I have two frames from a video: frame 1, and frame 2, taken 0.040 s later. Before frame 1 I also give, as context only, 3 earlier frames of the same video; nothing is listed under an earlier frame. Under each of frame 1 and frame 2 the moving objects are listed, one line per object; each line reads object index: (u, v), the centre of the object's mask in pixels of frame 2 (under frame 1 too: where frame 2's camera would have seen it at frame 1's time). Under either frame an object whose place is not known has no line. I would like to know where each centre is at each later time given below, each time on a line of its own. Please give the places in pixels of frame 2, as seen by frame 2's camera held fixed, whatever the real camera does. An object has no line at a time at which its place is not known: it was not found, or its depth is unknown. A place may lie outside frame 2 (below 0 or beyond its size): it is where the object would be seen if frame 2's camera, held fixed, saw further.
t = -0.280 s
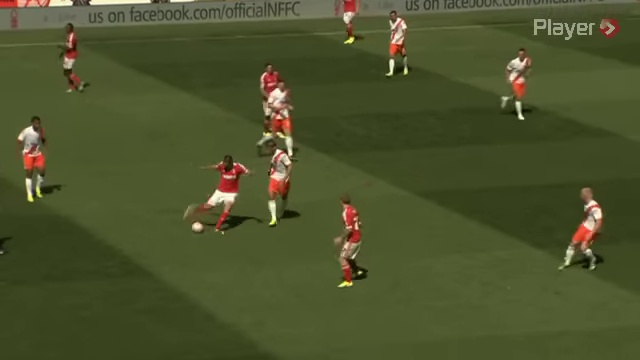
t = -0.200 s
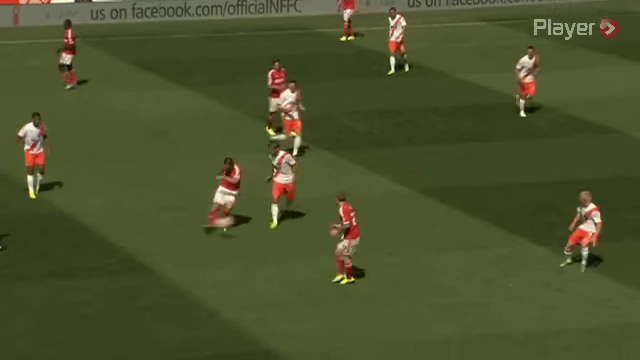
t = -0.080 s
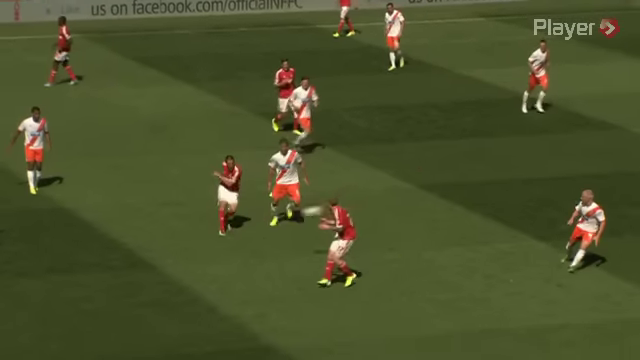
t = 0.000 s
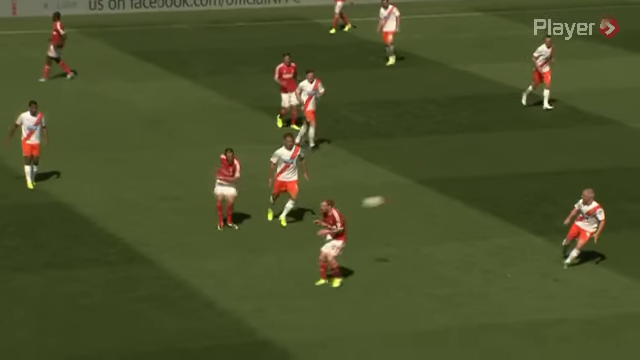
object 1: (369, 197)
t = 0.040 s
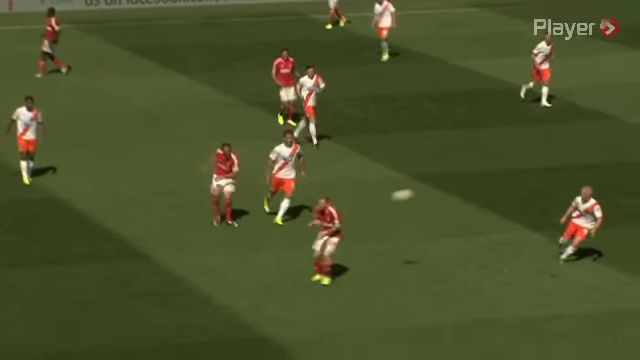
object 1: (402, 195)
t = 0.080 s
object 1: (435, 193)
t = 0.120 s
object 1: (470, 191)
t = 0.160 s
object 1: (505, 189)
